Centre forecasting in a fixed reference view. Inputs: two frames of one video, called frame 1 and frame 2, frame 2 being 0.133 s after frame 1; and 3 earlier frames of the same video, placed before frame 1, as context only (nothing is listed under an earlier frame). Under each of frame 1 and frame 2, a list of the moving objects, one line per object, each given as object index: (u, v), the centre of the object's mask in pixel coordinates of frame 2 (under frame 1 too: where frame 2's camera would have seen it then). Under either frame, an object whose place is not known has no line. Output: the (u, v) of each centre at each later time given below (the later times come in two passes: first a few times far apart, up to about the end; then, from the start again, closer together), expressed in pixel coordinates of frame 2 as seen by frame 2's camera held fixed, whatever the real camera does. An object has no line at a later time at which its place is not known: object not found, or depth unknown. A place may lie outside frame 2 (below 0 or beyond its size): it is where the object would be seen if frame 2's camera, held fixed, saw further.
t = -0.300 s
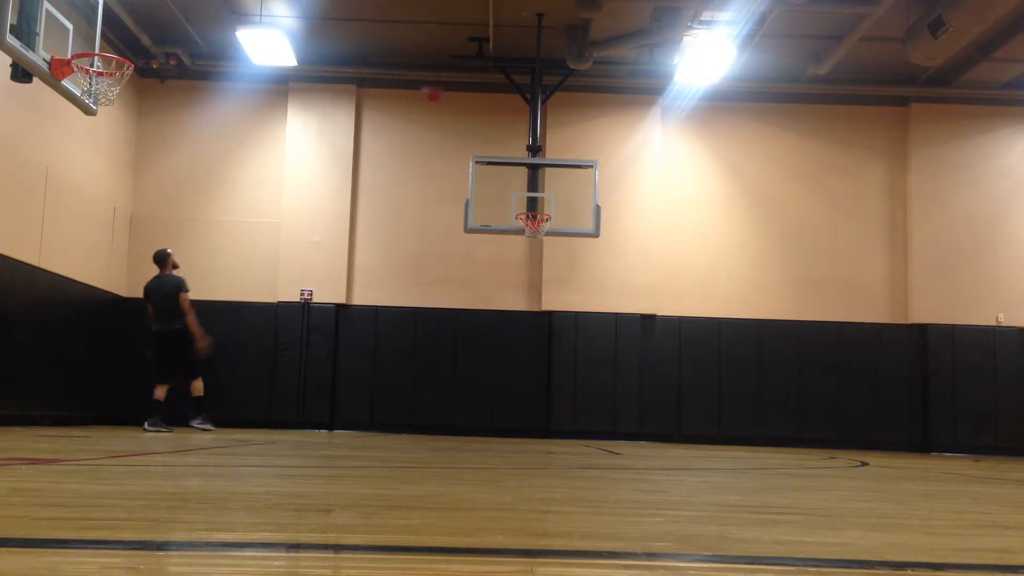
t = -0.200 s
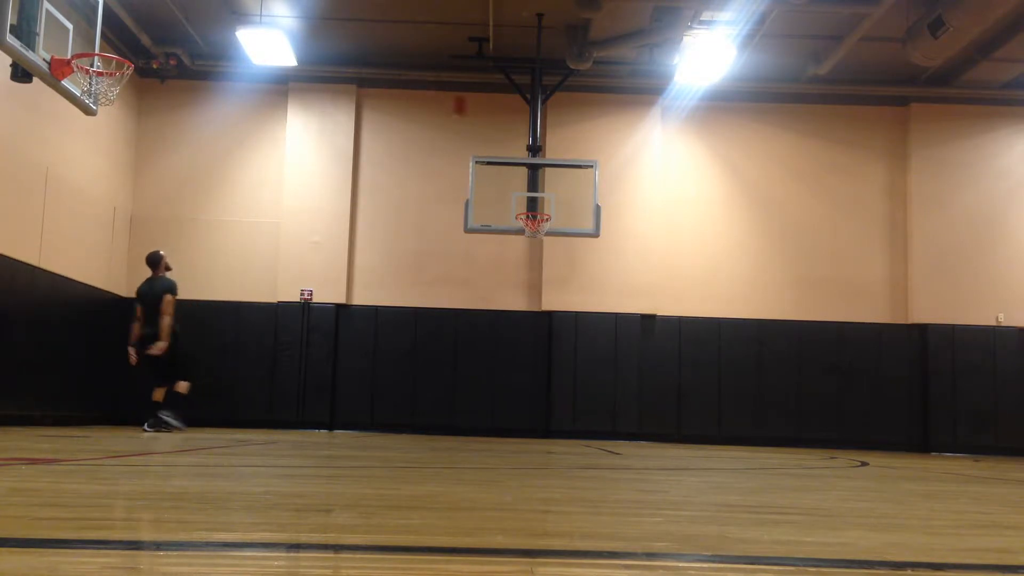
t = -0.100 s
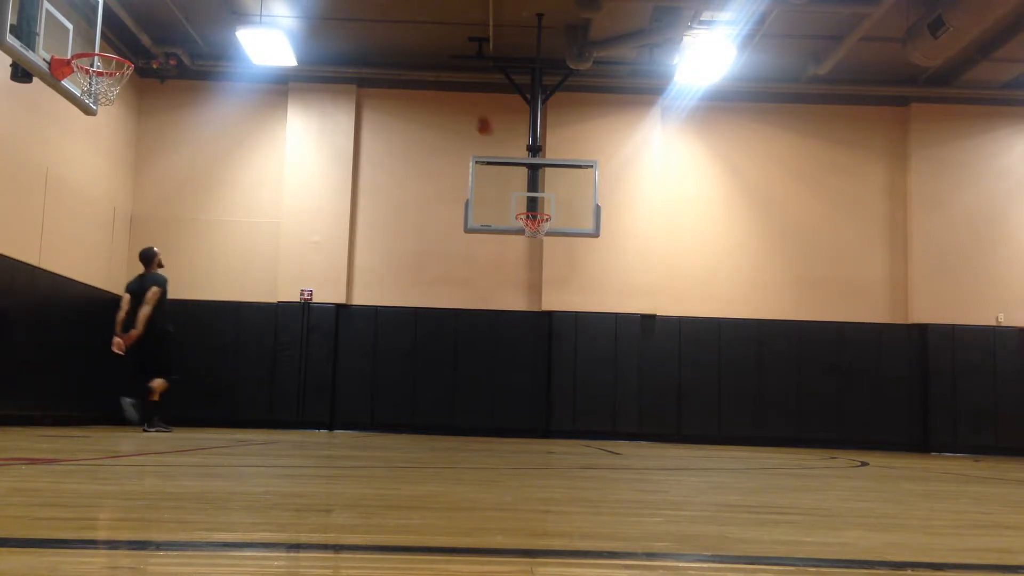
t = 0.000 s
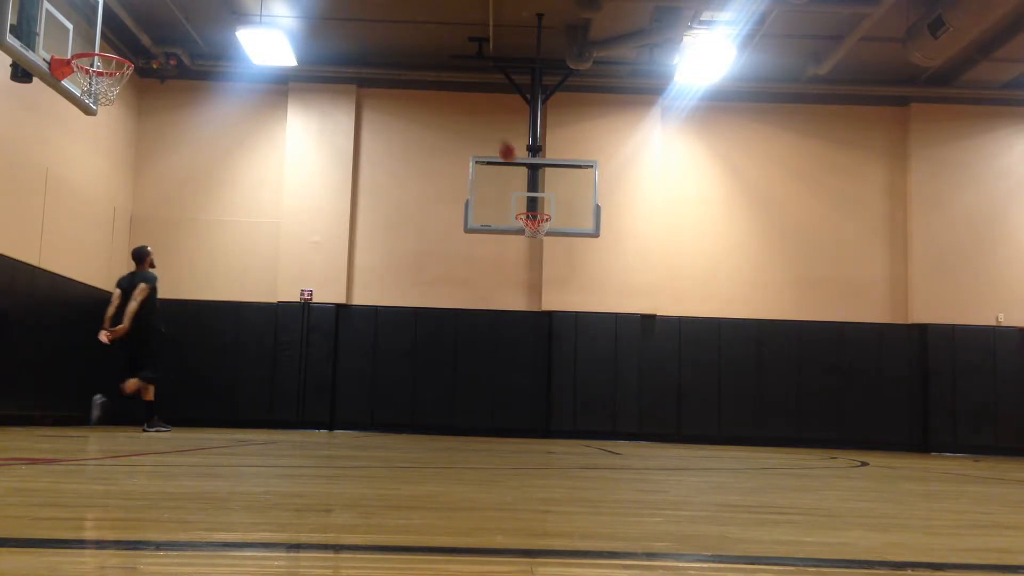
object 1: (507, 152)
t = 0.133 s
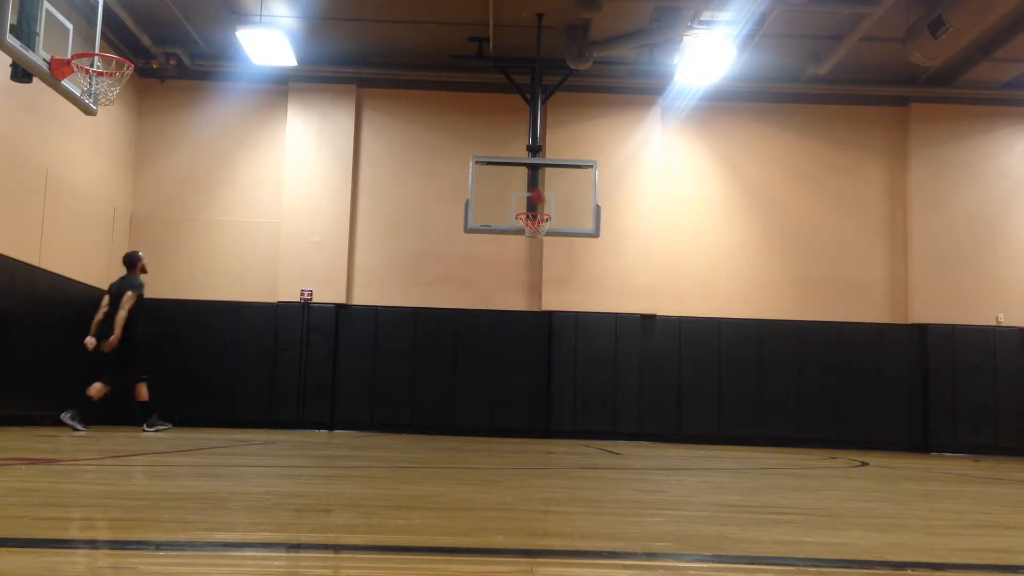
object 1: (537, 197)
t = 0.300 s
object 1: (521, 206)
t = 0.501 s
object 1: (493, 197)
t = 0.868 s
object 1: (432, 257)
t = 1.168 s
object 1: (374, 393)
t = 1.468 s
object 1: (341, 321)
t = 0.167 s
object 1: (544, 206)
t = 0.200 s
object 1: (541, 207)
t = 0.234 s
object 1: (534, 206)
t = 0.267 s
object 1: (528, 206)
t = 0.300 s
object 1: (521, 206)
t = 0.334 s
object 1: (516, 203)
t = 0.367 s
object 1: (511, 201)
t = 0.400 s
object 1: (507, 199)
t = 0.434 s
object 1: (502, 197)
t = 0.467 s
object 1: (498, 197)
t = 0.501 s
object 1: (493, 197)
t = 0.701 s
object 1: (461, 217)
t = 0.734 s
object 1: (456, 223)
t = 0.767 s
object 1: (450, 230)
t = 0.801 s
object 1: (444, 238)
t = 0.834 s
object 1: (438, 247)
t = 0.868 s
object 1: (432, 257)
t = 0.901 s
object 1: (426, 268)
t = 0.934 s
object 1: (421, 279)
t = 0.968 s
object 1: (414, 292)
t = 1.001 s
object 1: (408, 307)
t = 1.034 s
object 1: (402, 321)
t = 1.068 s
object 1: (394, 338)
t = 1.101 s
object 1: (387, 355)
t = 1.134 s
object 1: (381, 373)
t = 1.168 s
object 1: (374, 393)
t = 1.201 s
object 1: (366, 413)
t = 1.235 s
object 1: (360, 418)
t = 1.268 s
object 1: (358, 405)
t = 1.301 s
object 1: (355, 388)
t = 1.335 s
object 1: (352, 374)
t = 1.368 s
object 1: (349, 359)
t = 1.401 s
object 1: (347, 346)
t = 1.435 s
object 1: (344, 334)
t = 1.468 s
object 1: (341, 321)
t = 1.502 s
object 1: (338, 313)
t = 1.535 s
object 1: (335, 302)
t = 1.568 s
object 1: (331, 292)
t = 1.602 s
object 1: (328, 284)
